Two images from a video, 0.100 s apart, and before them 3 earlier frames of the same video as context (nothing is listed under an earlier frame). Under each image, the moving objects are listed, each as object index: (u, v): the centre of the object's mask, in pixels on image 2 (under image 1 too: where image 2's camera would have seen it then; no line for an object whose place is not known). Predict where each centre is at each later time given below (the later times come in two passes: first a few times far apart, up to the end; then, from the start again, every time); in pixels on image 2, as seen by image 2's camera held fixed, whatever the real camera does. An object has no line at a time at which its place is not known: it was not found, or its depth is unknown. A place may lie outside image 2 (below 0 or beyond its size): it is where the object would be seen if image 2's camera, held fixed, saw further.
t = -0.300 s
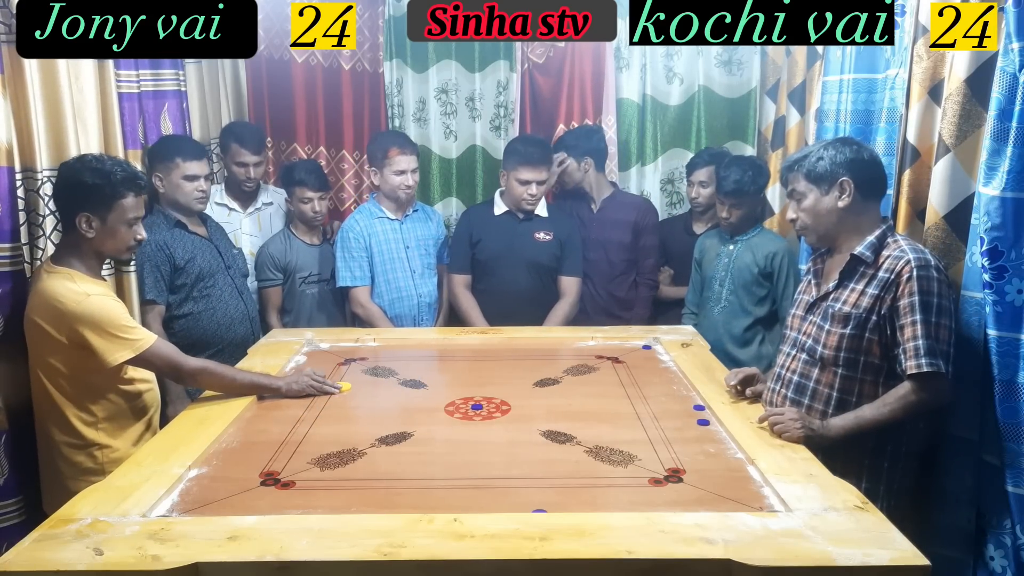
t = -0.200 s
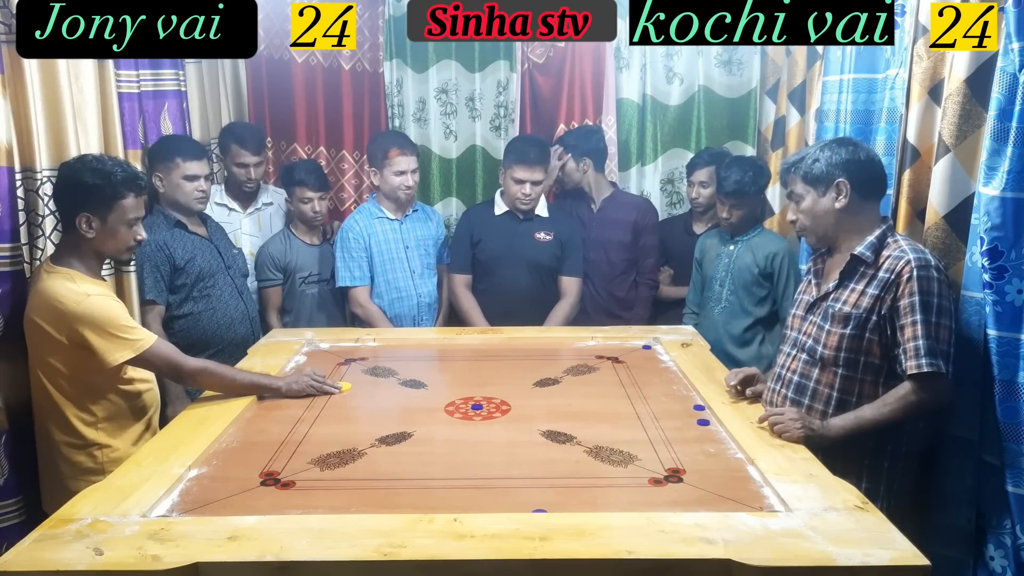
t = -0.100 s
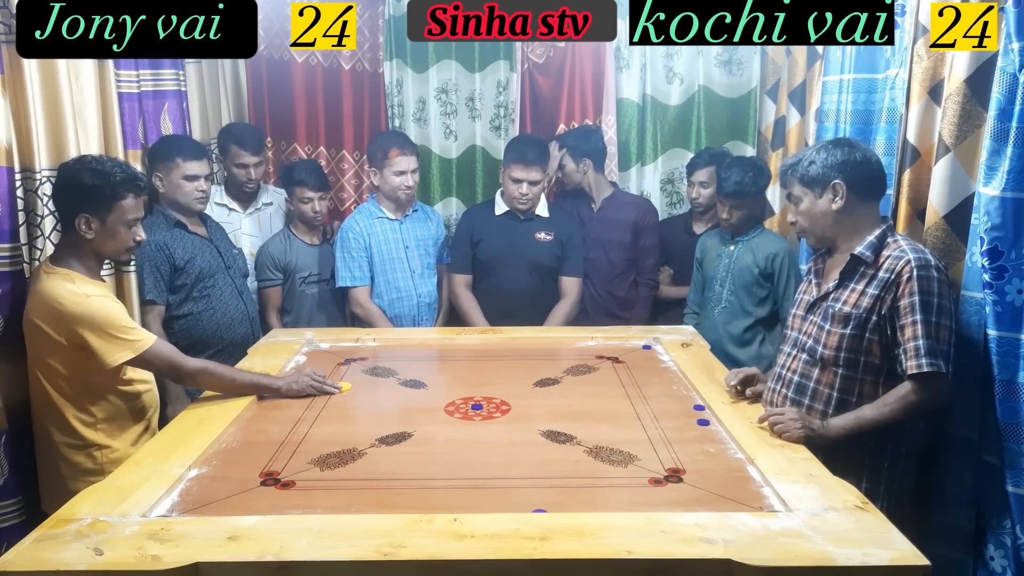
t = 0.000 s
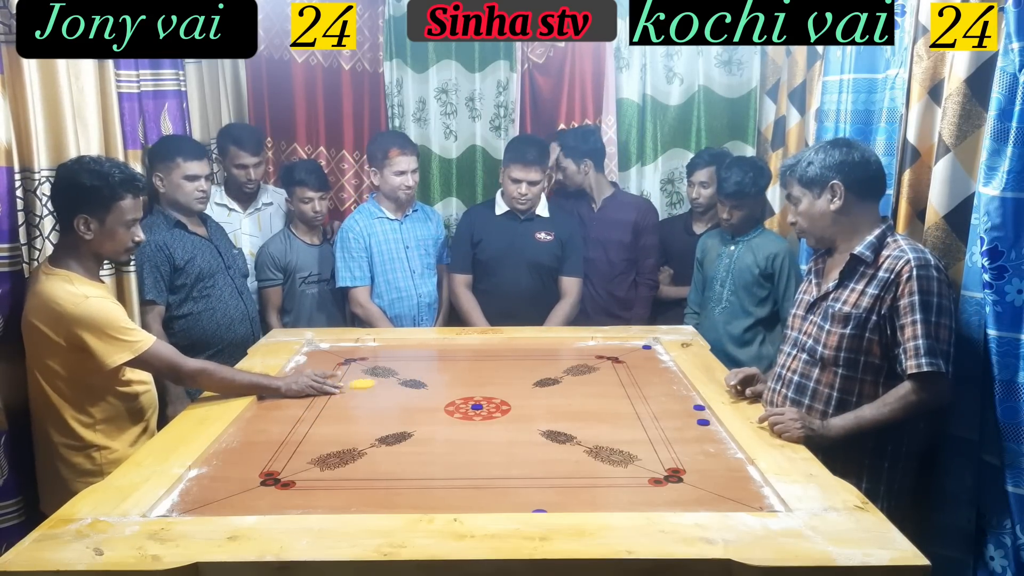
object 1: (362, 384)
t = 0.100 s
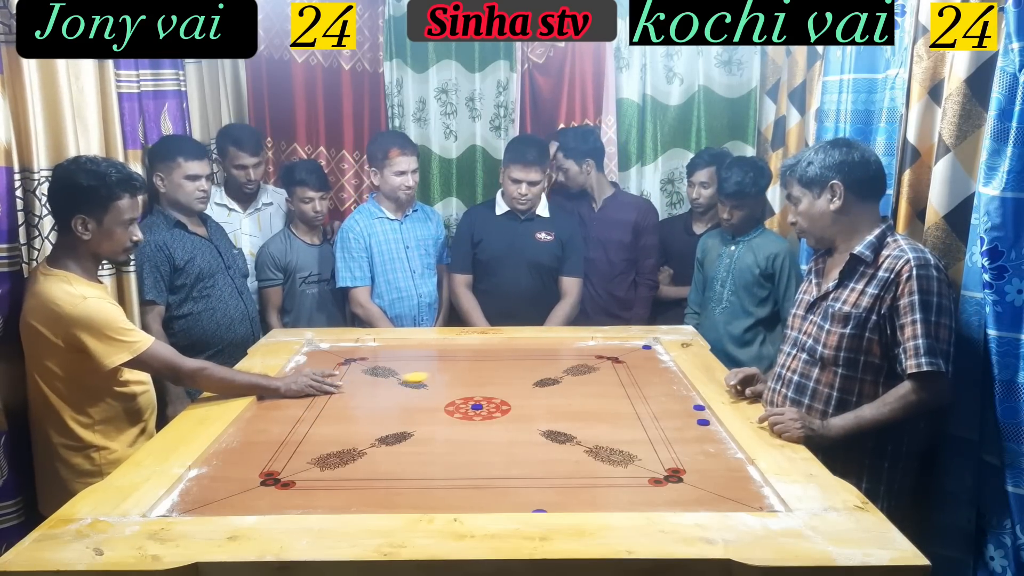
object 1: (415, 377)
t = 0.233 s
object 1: (477, 369)
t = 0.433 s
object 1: (551, 360)
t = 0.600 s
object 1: (602, 354)
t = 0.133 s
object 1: (431, 375)
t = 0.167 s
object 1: (447, 373)
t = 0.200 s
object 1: (462, 371)
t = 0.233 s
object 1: (477, 369)
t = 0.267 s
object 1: (491, 368)
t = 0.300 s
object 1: (504, 366)
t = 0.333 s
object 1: (516, 364)
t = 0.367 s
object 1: (528, 363)
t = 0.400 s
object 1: (540, 361)
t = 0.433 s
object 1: (551, 360)
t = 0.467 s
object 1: (562, 359)
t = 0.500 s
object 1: (573, 358)
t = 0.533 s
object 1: (583, 356)
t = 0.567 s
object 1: (593, 355)
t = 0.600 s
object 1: (602, 354)
